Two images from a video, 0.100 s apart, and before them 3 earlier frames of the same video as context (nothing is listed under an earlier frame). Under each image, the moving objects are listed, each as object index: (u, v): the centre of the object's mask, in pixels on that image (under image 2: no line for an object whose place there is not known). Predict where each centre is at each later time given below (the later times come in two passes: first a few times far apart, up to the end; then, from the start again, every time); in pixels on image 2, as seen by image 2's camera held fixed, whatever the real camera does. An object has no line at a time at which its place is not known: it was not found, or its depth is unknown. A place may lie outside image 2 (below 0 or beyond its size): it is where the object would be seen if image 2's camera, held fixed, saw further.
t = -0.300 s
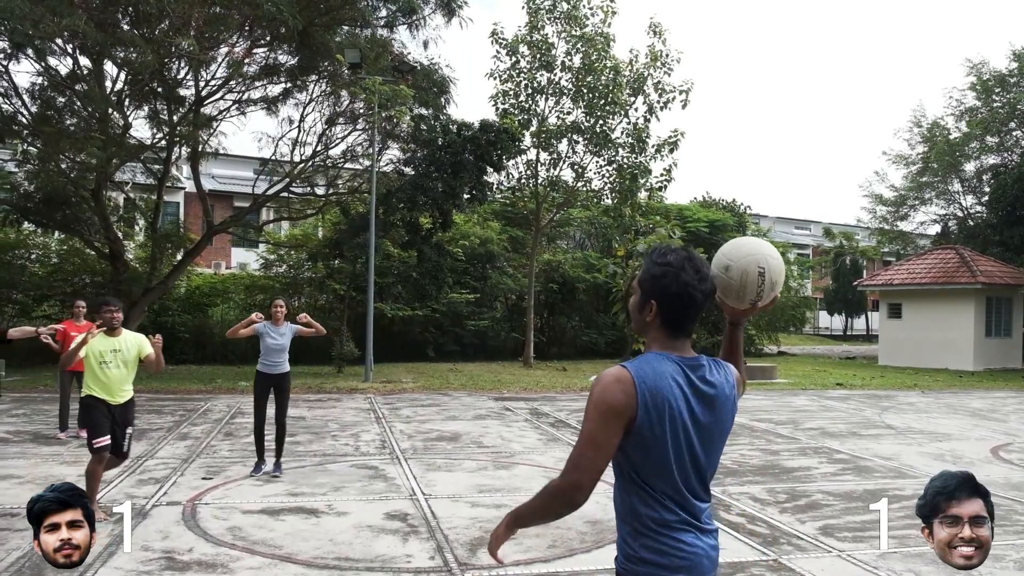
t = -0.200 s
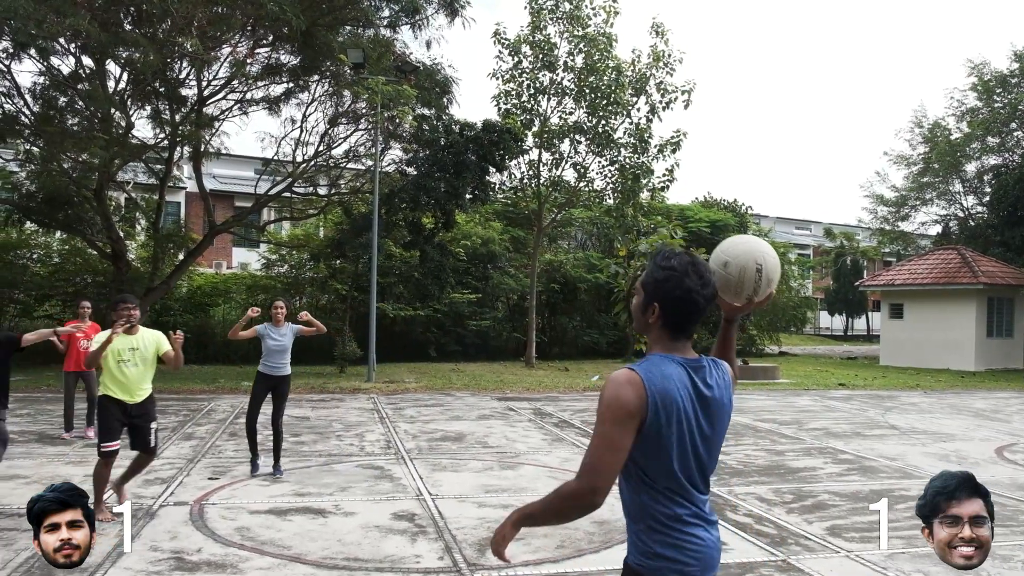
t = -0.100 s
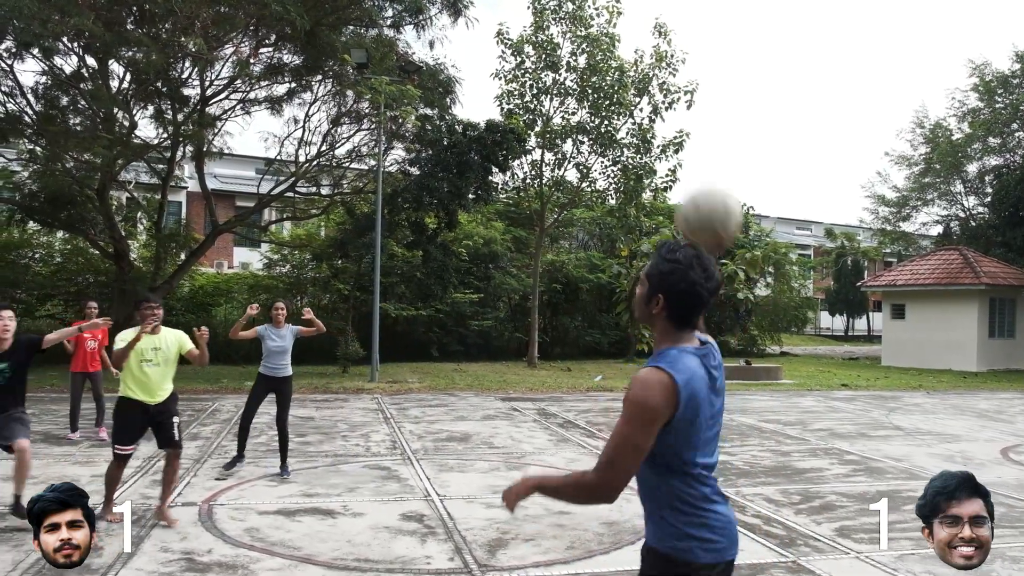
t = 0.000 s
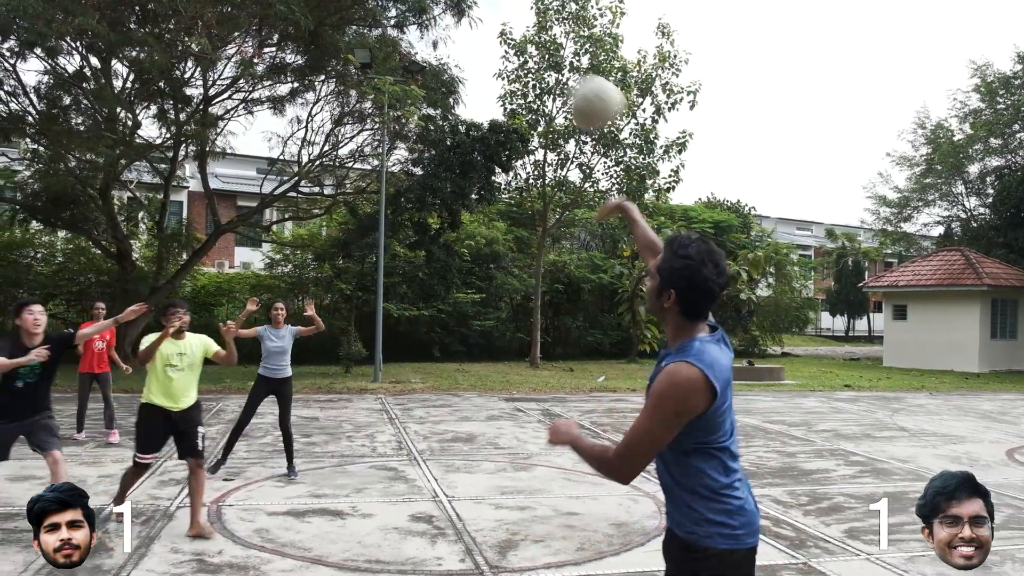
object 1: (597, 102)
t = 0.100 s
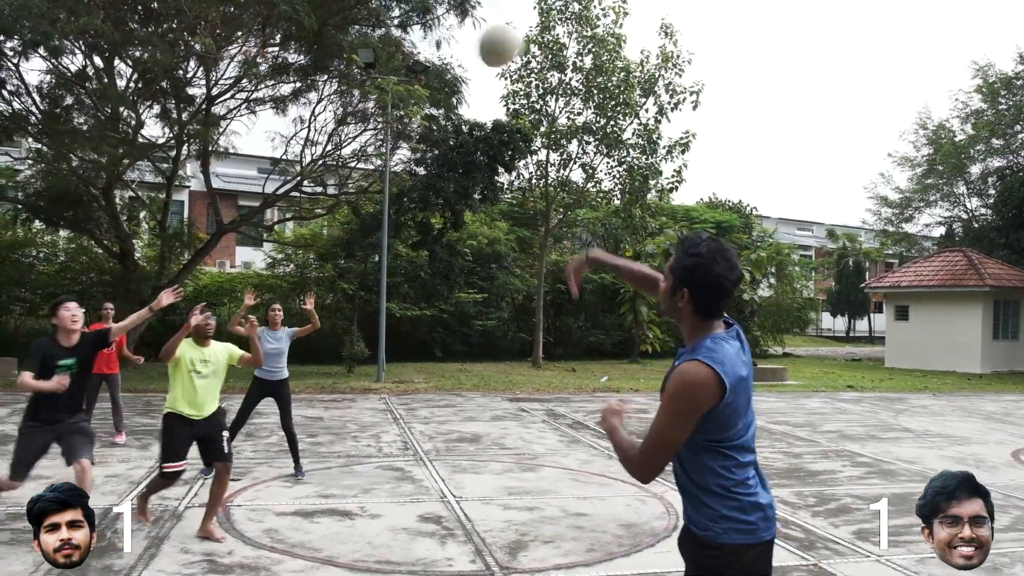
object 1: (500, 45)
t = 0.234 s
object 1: (402, 18)
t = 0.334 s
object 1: (347, 22)
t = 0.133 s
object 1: (470, 33)
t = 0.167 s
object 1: (444, 25)
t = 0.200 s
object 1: (422, 20)
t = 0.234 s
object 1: (402, 18)
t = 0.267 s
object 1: (382, 18)
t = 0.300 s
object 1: (364, 19)
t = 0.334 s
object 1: (347, 22)
